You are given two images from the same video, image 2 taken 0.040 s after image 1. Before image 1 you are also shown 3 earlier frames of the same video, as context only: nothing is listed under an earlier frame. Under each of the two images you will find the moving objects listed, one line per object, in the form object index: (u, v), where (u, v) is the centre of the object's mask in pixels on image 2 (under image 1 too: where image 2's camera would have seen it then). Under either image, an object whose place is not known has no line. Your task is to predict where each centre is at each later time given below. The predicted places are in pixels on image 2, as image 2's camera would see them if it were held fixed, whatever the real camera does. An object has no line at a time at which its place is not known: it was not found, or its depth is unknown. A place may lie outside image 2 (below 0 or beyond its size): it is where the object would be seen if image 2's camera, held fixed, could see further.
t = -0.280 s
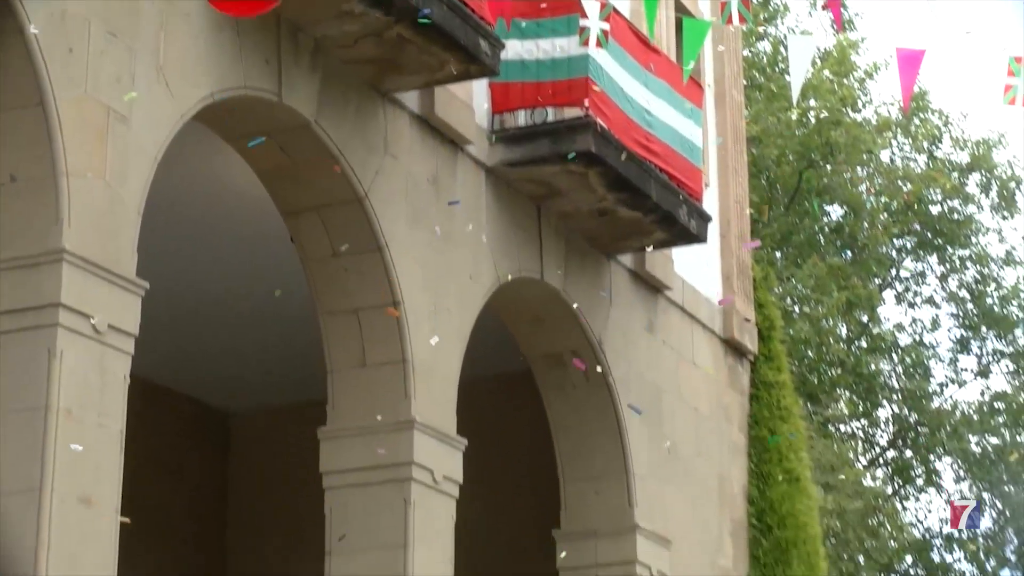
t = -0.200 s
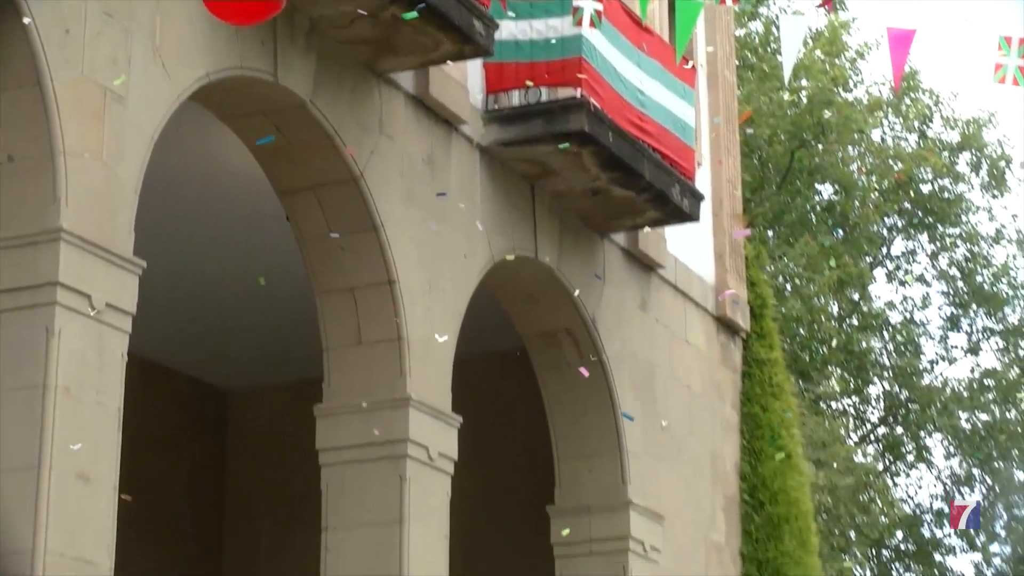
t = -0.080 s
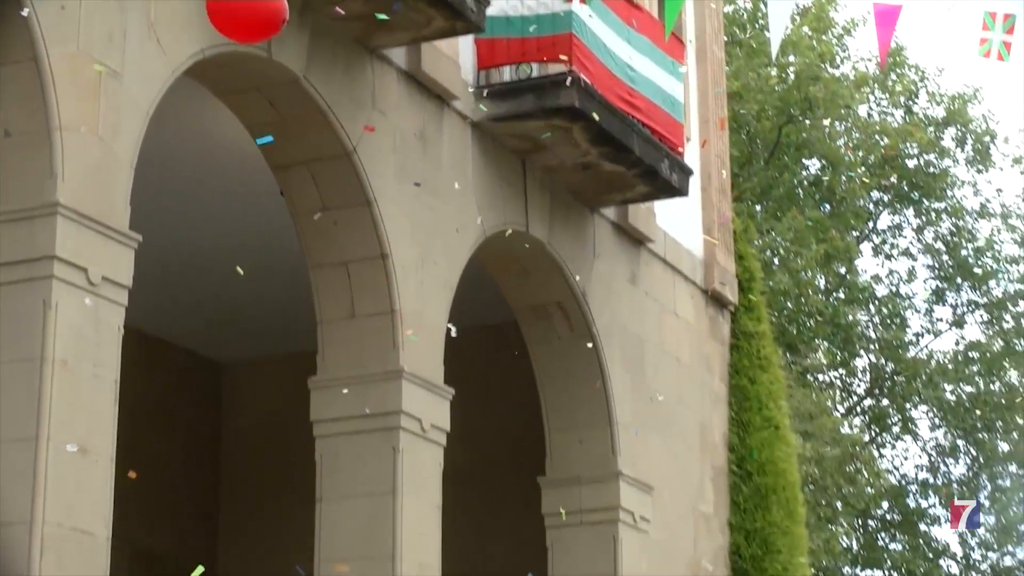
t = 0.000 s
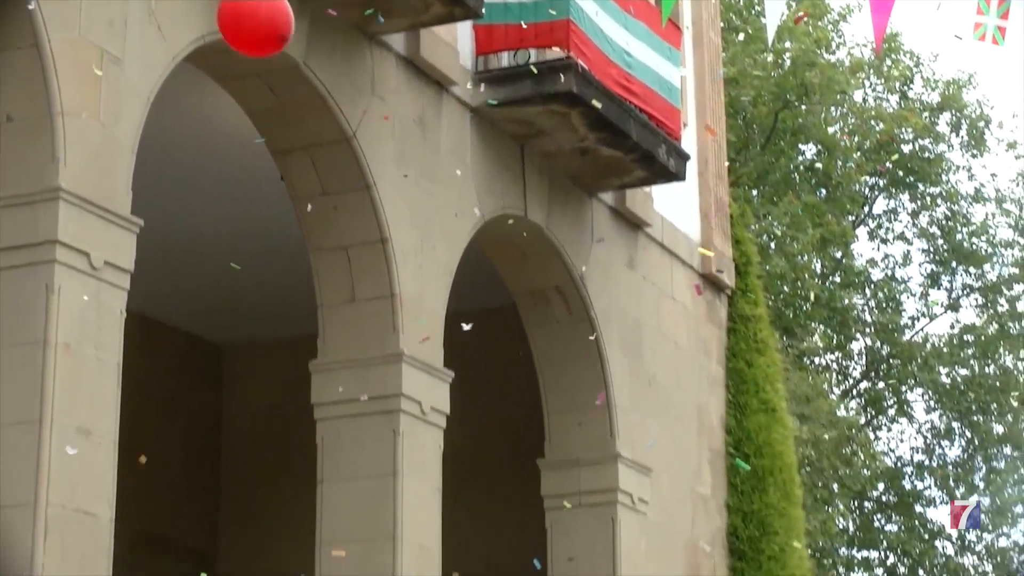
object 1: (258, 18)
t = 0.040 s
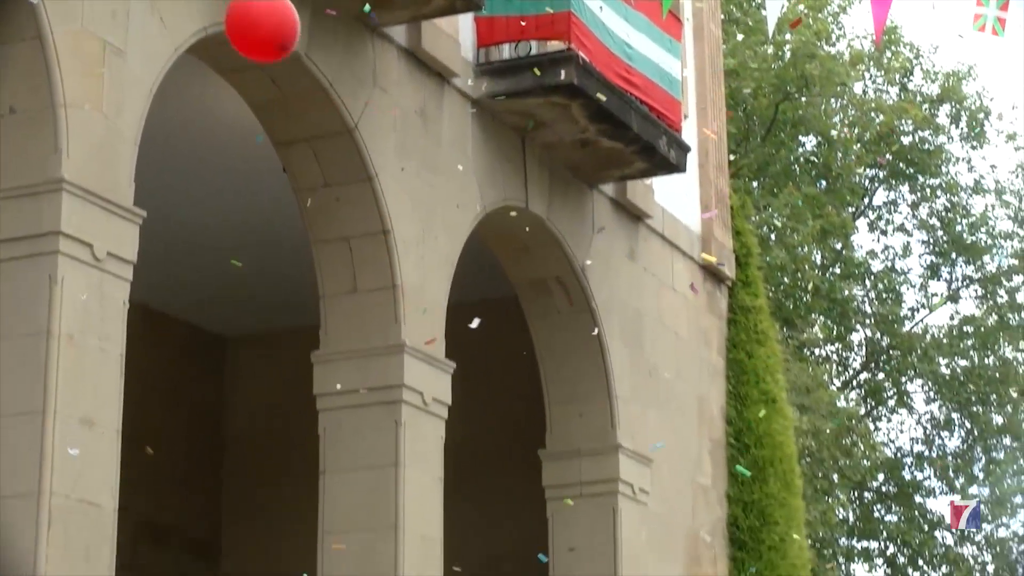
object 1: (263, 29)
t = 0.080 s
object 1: (266, 41)
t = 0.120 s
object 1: (271, 53)
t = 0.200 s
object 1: (280, 81)
